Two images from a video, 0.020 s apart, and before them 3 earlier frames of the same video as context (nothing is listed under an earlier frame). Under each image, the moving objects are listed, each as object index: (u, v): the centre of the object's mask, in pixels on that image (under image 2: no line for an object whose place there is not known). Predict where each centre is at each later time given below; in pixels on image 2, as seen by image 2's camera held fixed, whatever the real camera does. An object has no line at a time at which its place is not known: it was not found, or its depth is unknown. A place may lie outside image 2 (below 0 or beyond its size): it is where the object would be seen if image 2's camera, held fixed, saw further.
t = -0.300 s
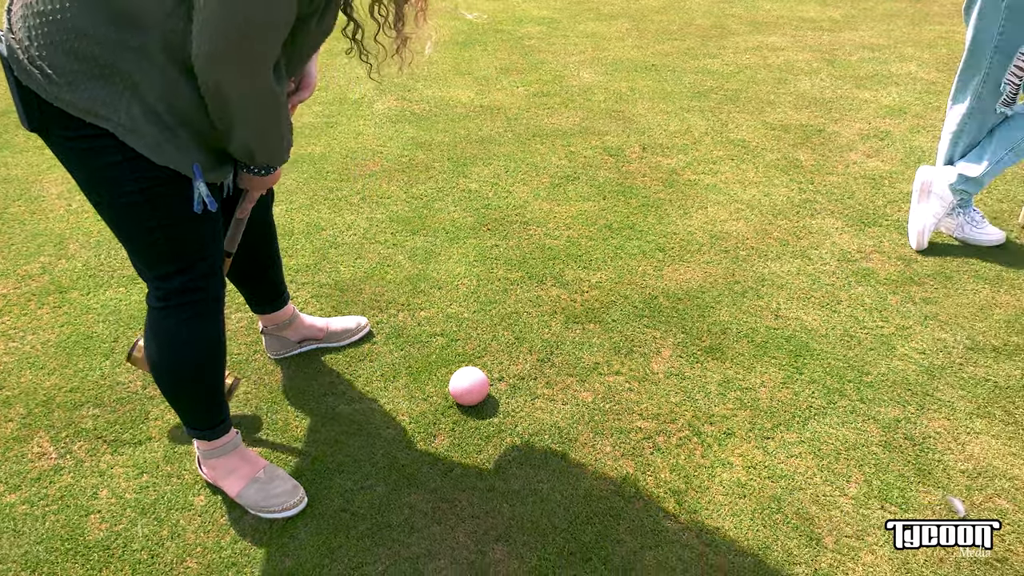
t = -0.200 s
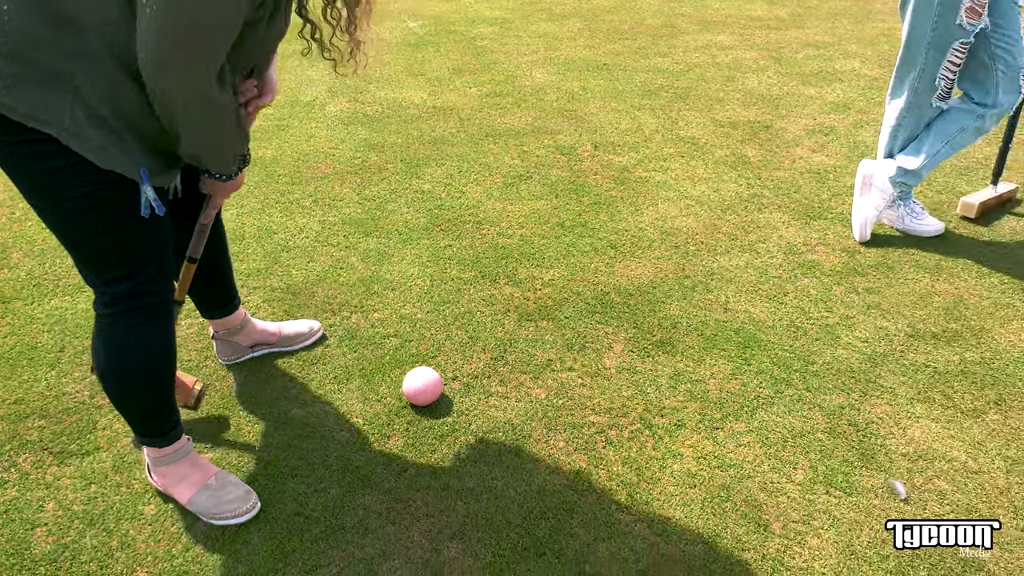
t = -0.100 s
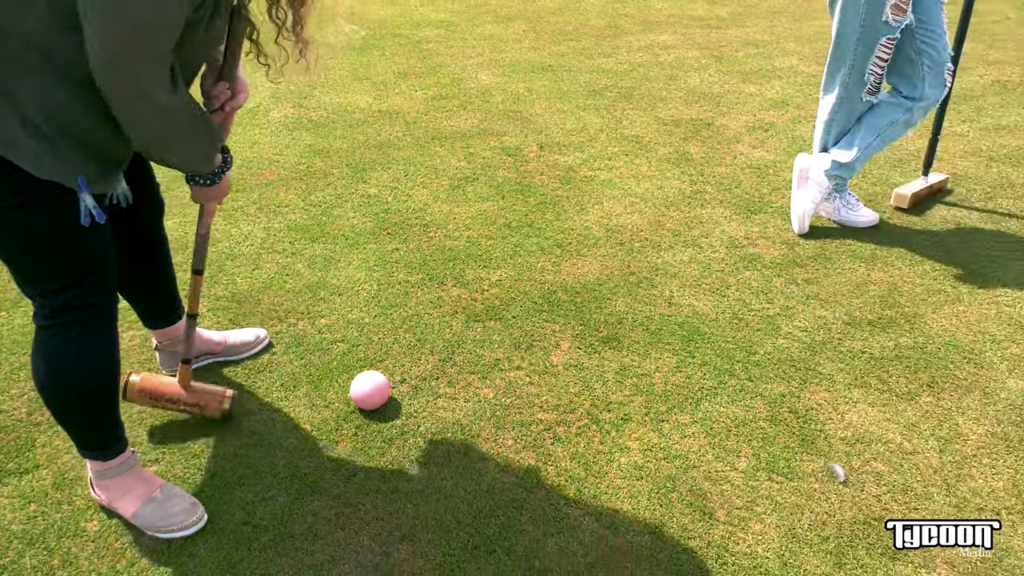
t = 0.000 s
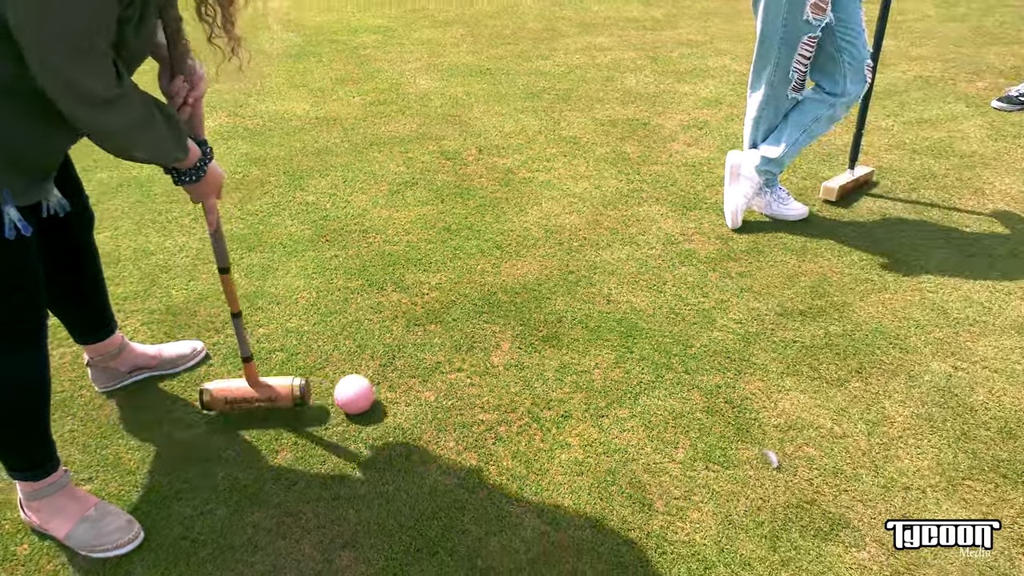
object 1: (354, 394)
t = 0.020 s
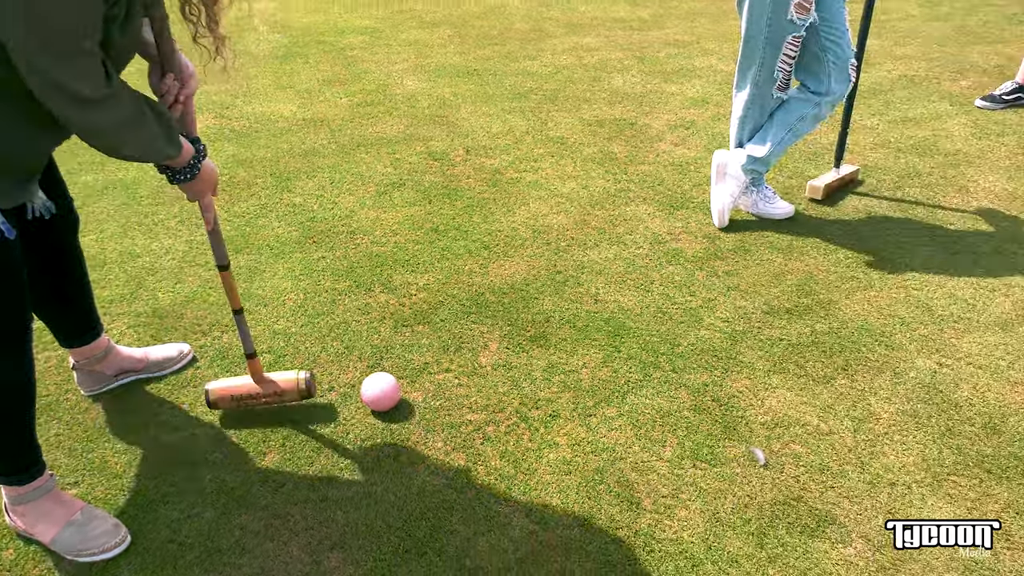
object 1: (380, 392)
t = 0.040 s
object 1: (418, 388)
